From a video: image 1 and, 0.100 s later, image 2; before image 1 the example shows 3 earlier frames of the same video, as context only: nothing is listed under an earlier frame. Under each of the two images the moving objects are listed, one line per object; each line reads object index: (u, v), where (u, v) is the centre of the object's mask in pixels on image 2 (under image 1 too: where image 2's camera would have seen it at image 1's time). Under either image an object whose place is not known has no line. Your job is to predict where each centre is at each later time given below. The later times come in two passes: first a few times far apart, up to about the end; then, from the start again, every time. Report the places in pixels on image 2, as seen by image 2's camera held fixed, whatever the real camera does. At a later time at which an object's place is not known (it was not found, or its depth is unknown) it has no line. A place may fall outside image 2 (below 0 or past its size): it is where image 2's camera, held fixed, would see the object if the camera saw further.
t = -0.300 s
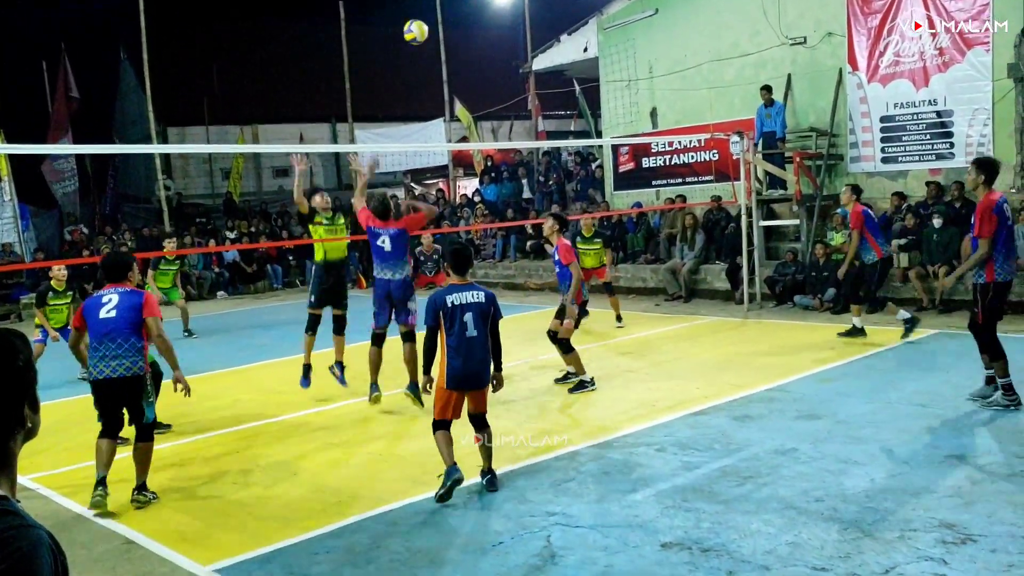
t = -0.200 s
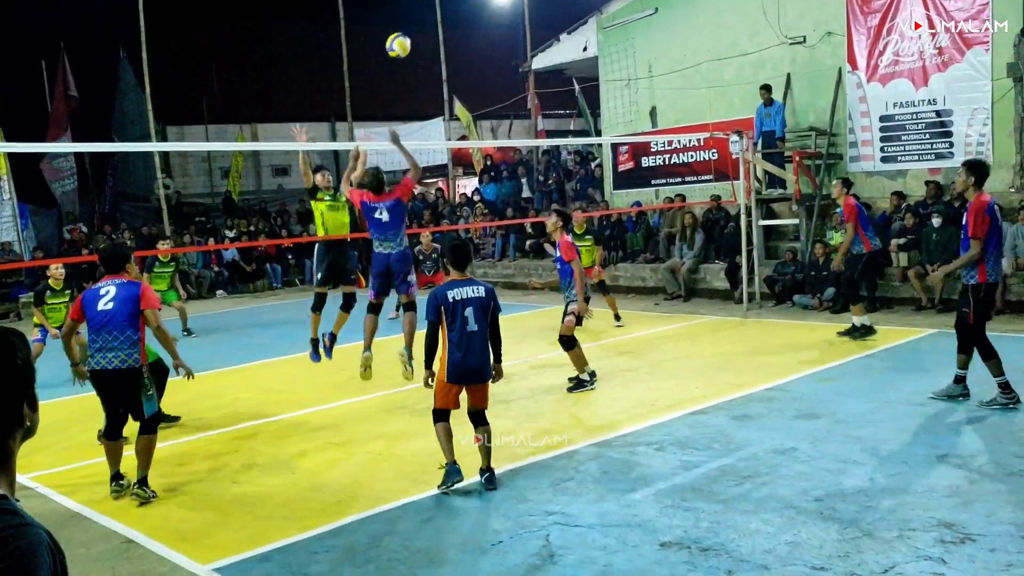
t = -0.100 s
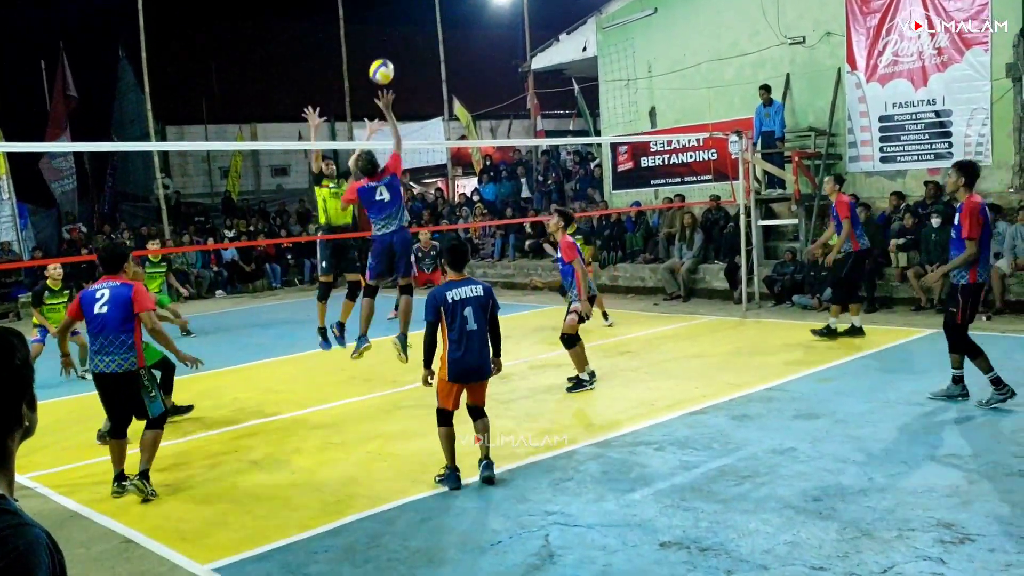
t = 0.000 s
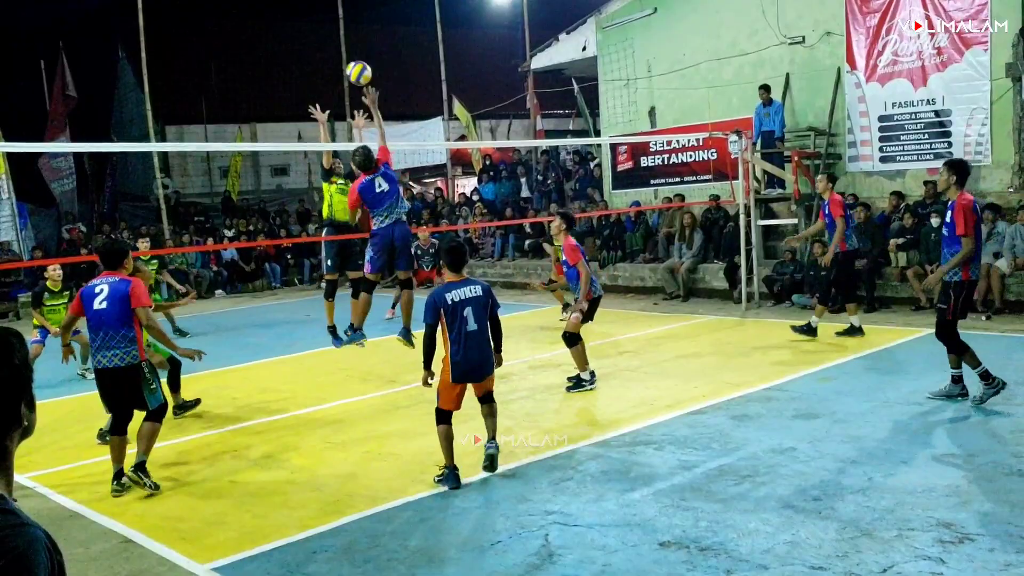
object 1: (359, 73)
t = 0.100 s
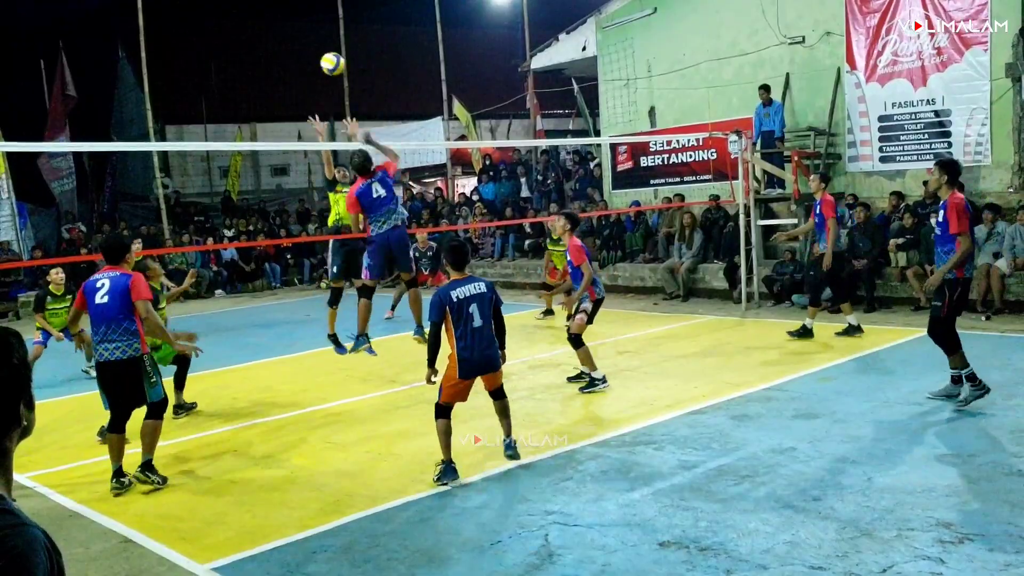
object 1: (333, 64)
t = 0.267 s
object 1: (296, 73)
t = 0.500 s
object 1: (257, 125)
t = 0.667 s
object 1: (233, 184)
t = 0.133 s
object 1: (324, 64)
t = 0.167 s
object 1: (317, 65)
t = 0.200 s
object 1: (310, 66)
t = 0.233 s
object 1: (302, 70)
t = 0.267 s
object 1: (296, 73)
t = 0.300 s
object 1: (290, 78)
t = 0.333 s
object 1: (283, 84)
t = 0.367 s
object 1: (277, 91)
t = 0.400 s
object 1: (272, 98)
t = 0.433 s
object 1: (266, 107)
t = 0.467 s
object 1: (261, 115)
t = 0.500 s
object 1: (257, 125)
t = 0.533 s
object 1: (251, 135)
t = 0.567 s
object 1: (248, 153)
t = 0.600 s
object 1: (243, 158)
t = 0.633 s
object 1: (238, 170)
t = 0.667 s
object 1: (233, 184)
